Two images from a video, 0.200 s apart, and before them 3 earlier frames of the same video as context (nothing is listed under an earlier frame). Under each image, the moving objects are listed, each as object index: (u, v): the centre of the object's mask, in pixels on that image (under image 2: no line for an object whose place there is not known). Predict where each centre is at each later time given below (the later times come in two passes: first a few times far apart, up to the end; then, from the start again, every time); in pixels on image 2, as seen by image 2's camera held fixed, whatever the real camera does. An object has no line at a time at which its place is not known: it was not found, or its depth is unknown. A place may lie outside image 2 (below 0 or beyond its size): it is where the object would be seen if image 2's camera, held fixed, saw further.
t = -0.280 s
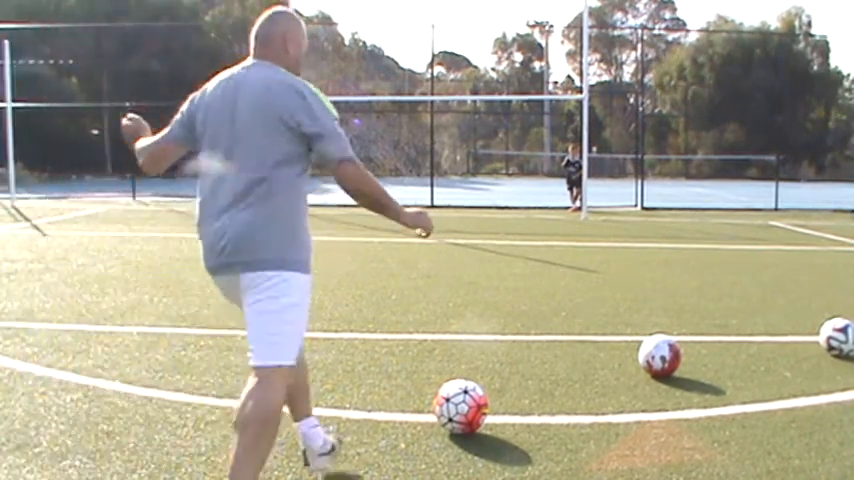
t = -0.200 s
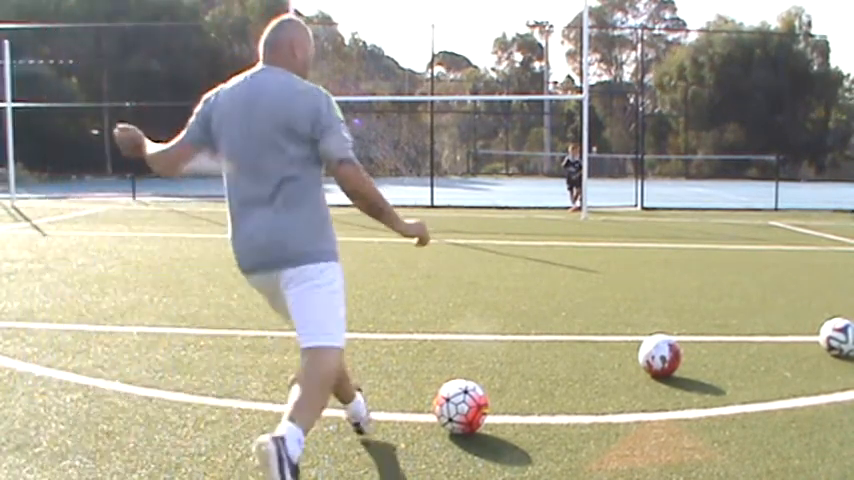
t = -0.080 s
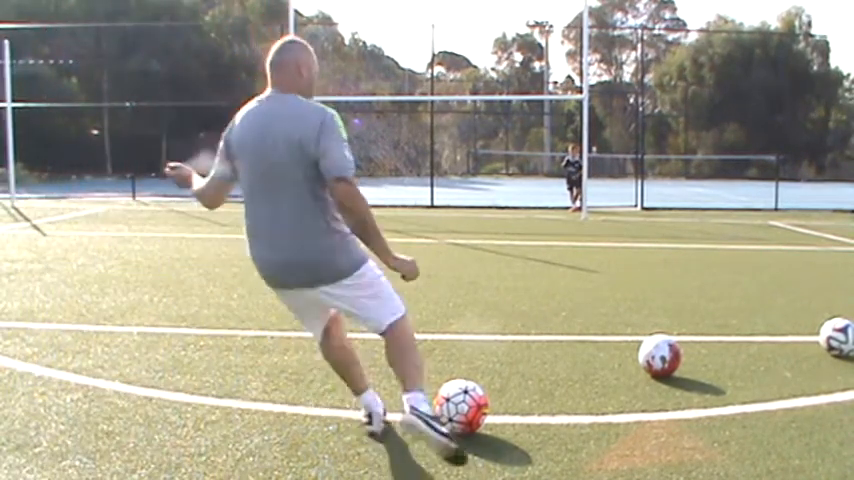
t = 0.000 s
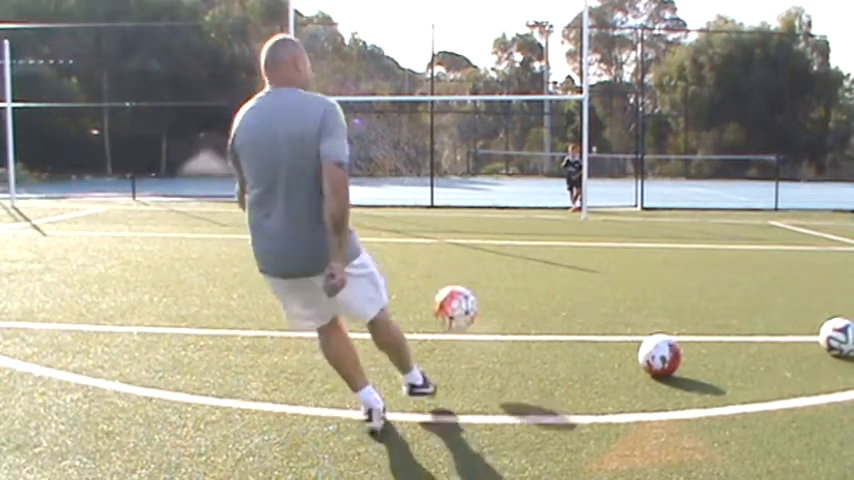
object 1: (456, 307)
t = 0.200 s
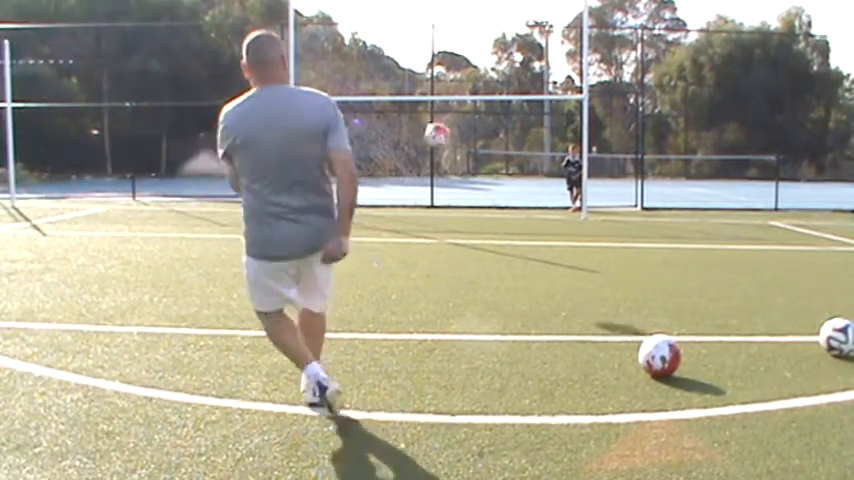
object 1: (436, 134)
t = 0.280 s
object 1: (433, 109)
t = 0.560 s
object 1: (420, 84)
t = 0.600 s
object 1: (418, 83)
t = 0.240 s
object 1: (434, 119)
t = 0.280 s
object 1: (433, 109)
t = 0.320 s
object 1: (429, 100)
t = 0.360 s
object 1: (428, 94)
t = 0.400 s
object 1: (425, 89)
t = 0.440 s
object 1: (423, 87)
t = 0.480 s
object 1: (422, 85)
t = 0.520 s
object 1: (421, 84)
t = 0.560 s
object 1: (420, 84)
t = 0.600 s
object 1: (418, 83)
